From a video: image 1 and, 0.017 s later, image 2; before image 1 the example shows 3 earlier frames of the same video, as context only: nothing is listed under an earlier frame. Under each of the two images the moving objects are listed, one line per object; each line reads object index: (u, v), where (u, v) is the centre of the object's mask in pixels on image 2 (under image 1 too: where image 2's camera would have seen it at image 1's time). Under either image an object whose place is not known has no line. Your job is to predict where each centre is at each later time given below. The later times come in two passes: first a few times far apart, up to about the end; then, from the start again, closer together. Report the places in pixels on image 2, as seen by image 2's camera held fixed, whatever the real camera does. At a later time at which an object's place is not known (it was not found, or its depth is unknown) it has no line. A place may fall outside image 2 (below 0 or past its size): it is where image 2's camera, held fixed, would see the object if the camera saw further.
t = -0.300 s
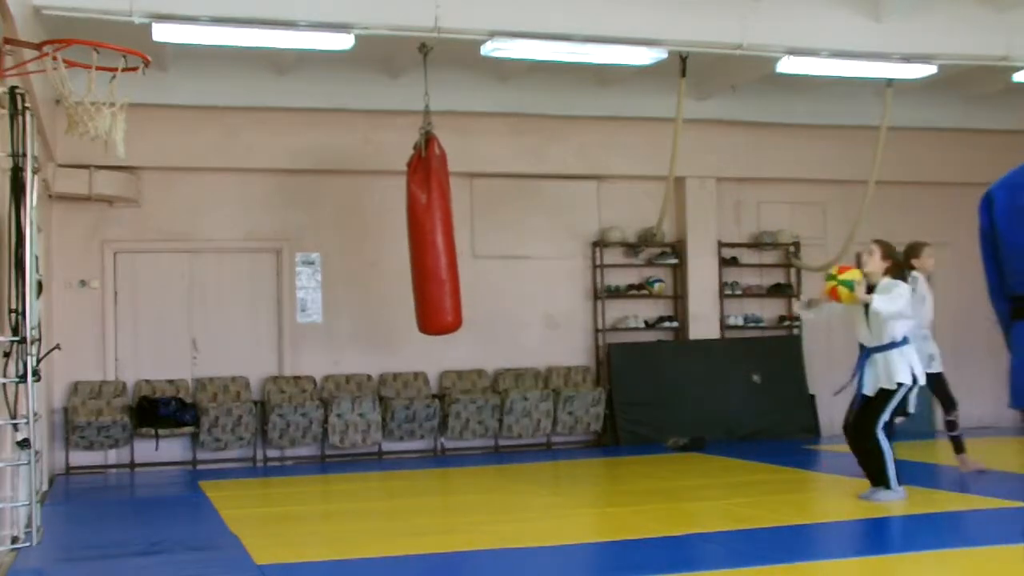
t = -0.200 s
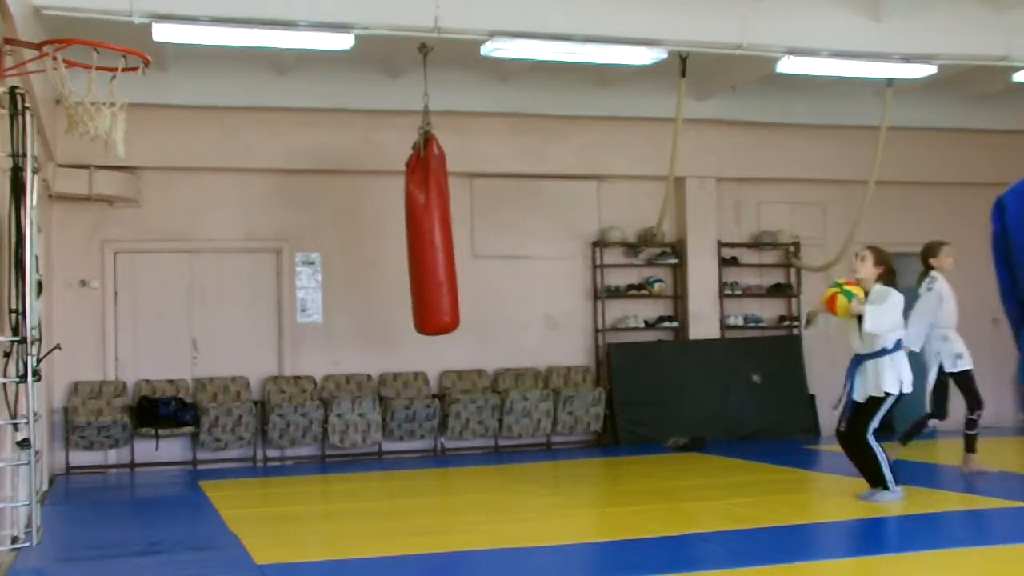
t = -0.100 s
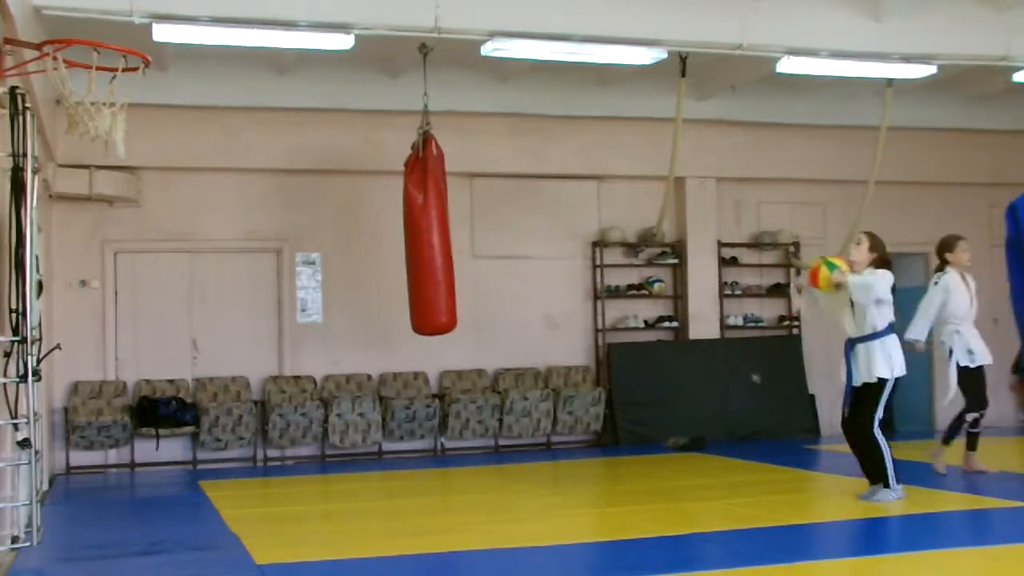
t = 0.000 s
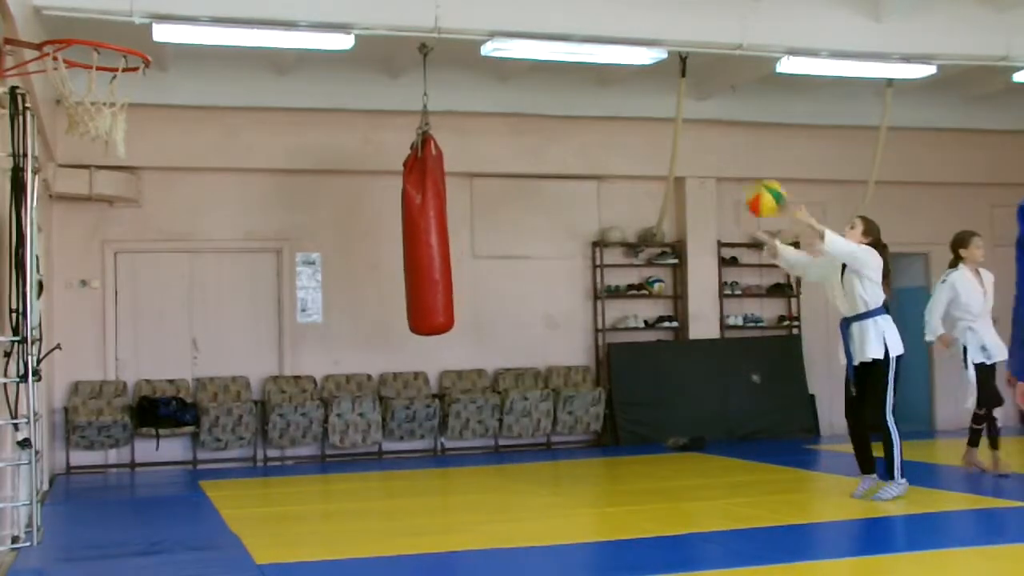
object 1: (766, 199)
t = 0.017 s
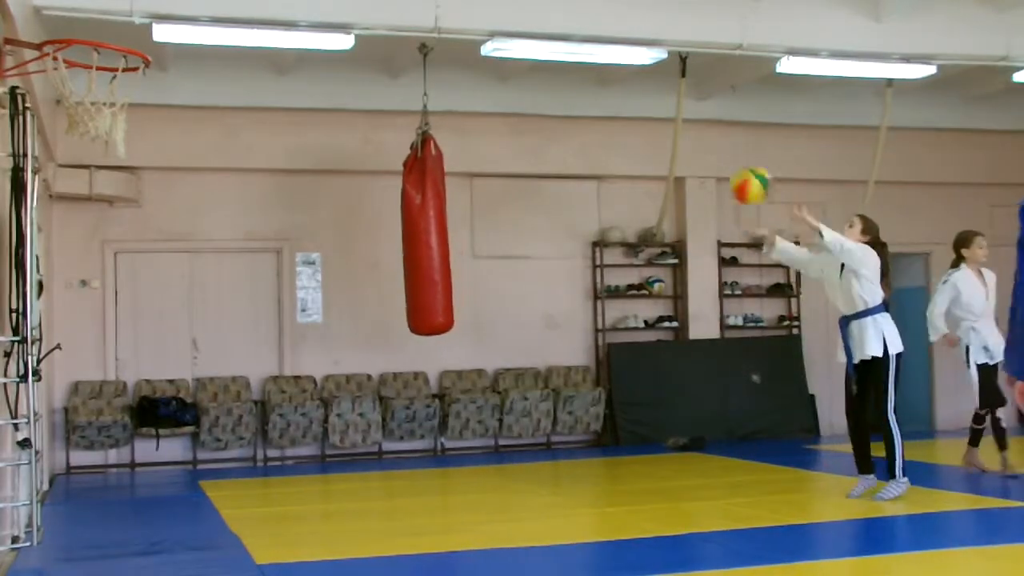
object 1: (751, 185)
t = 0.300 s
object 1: (498, 14)
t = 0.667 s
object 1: (149, 10)
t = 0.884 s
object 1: (39, 15)
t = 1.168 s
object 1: (116, 68)
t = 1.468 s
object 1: (177, 252)
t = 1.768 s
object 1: (216, 461)
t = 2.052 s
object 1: (216, 309)
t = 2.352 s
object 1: (216, 282)
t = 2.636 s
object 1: (216, 369)
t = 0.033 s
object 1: (735, 171)
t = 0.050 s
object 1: (722, 158)
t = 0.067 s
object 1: (706, 146)
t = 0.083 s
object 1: (692, 133)
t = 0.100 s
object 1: (676, 121)
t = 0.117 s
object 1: (662, 109)
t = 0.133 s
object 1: (646, 99)
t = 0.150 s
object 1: (632, 88)
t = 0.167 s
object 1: (617, 78)
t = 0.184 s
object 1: (602, 69)
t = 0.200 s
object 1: (589, 58)
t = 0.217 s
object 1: (572, 48)
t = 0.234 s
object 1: (557, 38)
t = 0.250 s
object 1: (543, 31)
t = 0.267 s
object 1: (527, 23)
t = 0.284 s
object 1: (512, 18)
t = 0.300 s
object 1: (498, 14)
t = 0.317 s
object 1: (483, 11)
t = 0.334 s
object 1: (468, 9)
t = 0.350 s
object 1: (452, 6)
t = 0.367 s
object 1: (437, 5)
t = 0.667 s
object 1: (149, 10)
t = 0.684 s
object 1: (133, 13)
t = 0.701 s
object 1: (115, 17)
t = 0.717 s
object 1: (98, 20)
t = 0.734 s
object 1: (81, 23)
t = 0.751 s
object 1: (74, 22)
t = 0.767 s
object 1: (69, 20)
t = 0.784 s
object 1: (65, 18)
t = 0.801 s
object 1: (62, 18)
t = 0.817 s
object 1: (57, 17)
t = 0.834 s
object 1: (52, 16)
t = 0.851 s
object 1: (48, 15)
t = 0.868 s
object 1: (44, 15)
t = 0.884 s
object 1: (39, 15)
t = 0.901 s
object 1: (40, 14)
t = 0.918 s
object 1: (46, 14)
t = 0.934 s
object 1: (51, 14)
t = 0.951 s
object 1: (55, 15)
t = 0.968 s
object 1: (61, 16)
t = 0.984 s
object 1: (65, 16)
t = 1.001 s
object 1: (70, 18)
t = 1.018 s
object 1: (75, 19)
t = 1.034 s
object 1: (80, 21)
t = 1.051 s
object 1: (85, 24)
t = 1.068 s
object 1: (91, 27)
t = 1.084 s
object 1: (96, 33)
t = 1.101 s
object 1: (99, 40)
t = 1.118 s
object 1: (104, 48)
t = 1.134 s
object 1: (108, 52)
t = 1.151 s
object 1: (110, 60)
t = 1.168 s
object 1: (116, 68)
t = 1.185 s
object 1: (118, 73)
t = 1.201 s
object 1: (124, 84)
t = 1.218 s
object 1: (129, 89)
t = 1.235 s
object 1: (133, 97)
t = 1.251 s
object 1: (136, 106)
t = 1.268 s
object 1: (141, 116)
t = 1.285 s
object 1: (143, 125)
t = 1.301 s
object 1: (146, 135)
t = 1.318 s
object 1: (151, 145)
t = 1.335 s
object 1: (154, 156)
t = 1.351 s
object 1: (158, 166)
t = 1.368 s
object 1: (161, 177)
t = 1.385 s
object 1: (164, 189)
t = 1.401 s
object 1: (167, 201)
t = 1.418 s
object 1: (170, 213)
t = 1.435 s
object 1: (172, 225)
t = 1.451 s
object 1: (175, 238)
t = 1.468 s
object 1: (177, 252)
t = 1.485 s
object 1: (181, 265)
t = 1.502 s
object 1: (183, 279)
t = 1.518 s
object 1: (186, 293)
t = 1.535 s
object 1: (189, 307)
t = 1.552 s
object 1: (192, 321)
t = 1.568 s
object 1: (194, 336)
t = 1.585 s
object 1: (196, 350)
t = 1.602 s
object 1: (200, 365)
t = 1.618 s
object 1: (203, 383)
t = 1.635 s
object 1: (206, 397)
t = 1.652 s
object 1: (208, 412)
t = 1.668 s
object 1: (210, 429)
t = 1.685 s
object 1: (211, 444)
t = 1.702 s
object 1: (214, 460)
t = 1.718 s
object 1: (215, 477)
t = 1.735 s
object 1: (215, 485)
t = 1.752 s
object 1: (216, 474)
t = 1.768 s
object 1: (216, 461)
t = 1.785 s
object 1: (216, 448)
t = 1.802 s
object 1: (217, 436)
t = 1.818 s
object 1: (217, 425)
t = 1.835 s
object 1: (218, 414)
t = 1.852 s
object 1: (217, 405)
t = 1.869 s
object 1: (216, 393)
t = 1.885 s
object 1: (216, 384)
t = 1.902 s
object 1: (217, 374)
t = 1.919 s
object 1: (217, 364)
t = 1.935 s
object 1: (216, 356)
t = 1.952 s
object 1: (216, 348)
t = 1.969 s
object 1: (215, 341)
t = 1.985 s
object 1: (215, 333)
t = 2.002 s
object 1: (216, 327)
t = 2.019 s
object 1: (216, 320)
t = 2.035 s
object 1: (216, 314)
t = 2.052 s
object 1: (216, 309)
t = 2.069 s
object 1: (216, 304)
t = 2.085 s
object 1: (215, 299)
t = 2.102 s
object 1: (216, 295)
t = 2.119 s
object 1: (216, 292)
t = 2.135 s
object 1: (215, 288)
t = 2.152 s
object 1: (215, 285)
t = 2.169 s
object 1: (215, 283)
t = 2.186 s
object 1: (215, 280)
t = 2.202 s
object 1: (216, 280)
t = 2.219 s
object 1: (216, 278)
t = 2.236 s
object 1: (215, 277)
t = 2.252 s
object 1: (215, 277)
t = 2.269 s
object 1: (215, 277)
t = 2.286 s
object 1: (215, 277)
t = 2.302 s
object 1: (215, 278)
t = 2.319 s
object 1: (215, 279)
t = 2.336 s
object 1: (215, 280)
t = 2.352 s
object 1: (216, 282)
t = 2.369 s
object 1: (216, 284)
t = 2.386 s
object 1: (216, 286)
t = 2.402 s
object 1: (216, 289)
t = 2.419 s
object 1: (215, 292)
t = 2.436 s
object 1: (215, 296)
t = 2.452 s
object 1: (215, 300)
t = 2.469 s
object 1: (215, 305)
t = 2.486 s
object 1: (215, 309)
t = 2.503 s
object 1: (216, 315)
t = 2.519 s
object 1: (216, 321)
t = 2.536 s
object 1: (216, 326)
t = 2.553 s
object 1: (216, 332)
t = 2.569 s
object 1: (216, 339)
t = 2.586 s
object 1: (217, 347)
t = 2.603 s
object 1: (216, 355)
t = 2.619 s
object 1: (217, 362)
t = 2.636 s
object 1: (216, 369)
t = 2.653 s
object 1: (217, 378)
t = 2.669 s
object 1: (217, 388)
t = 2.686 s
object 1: (217, 394)
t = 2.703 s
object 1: (218, 407)
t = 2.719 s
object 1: (218, 417)
